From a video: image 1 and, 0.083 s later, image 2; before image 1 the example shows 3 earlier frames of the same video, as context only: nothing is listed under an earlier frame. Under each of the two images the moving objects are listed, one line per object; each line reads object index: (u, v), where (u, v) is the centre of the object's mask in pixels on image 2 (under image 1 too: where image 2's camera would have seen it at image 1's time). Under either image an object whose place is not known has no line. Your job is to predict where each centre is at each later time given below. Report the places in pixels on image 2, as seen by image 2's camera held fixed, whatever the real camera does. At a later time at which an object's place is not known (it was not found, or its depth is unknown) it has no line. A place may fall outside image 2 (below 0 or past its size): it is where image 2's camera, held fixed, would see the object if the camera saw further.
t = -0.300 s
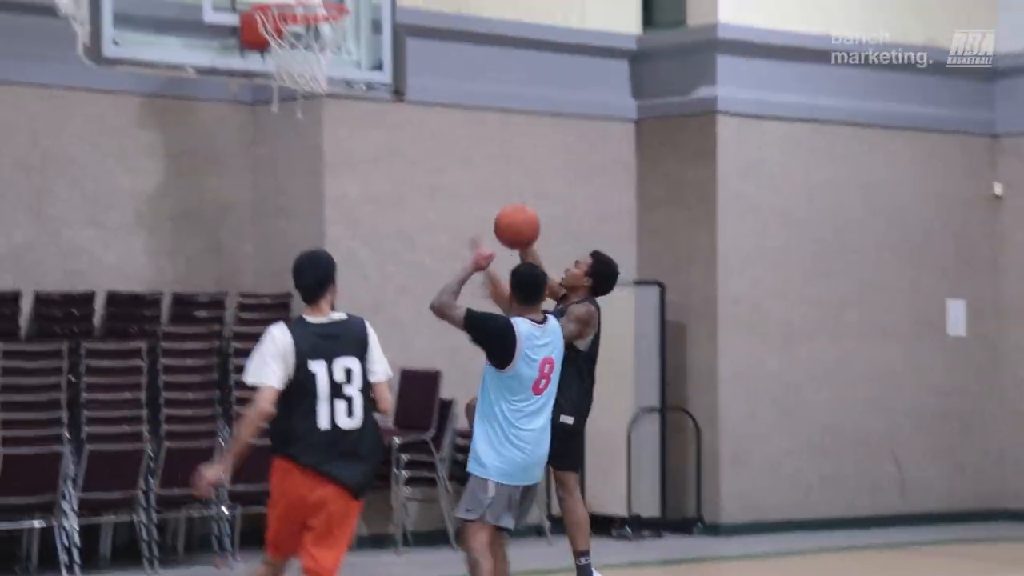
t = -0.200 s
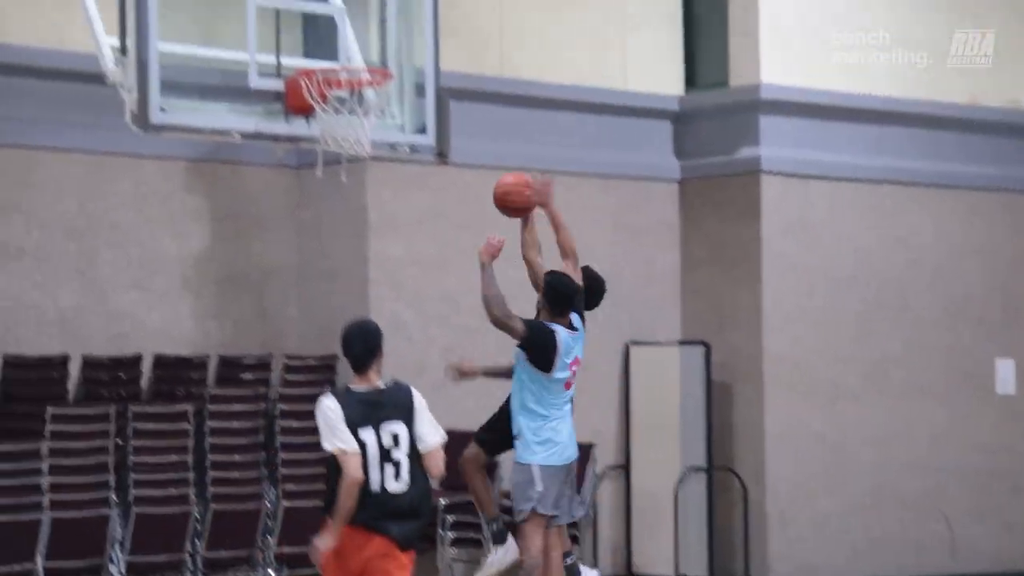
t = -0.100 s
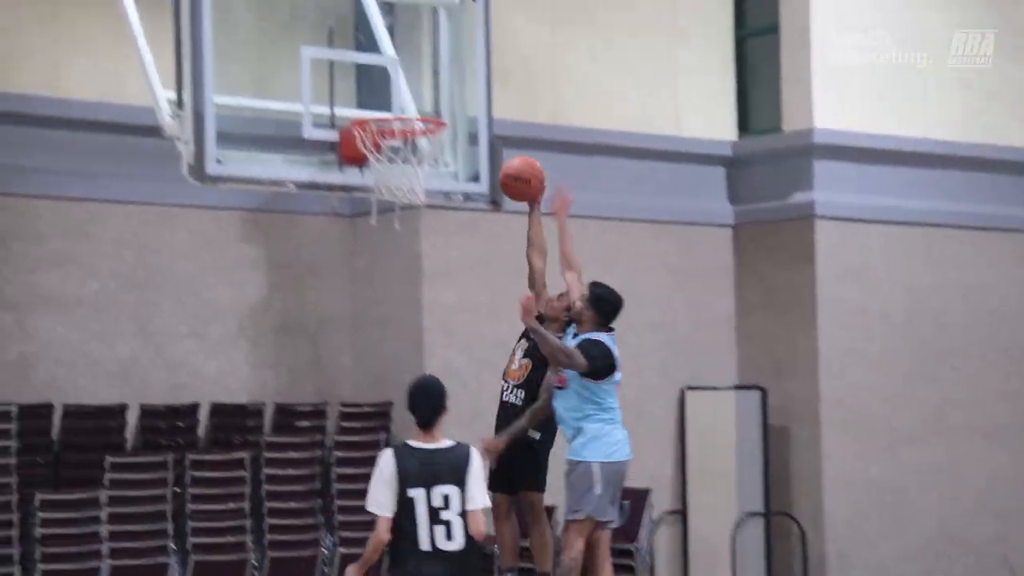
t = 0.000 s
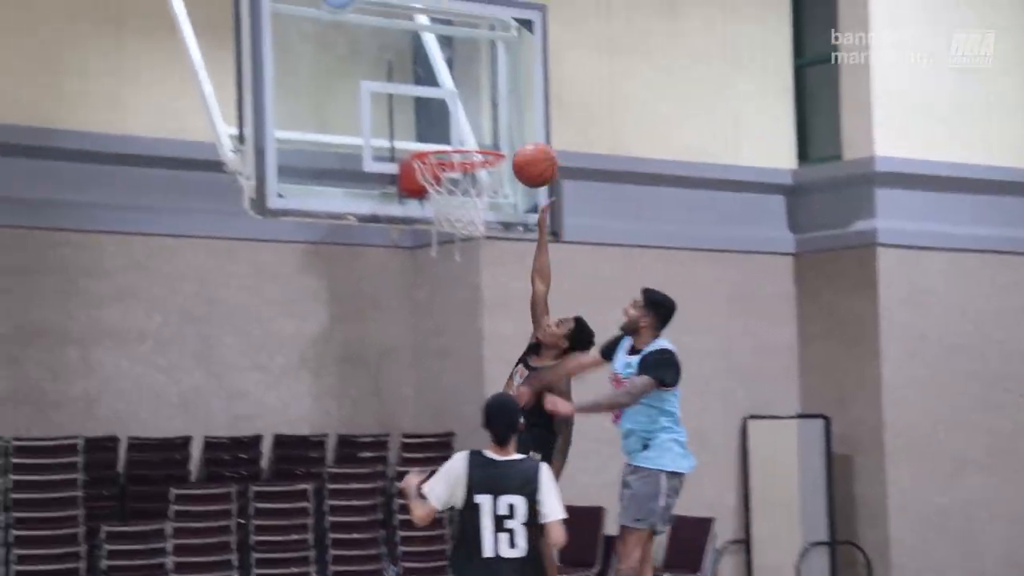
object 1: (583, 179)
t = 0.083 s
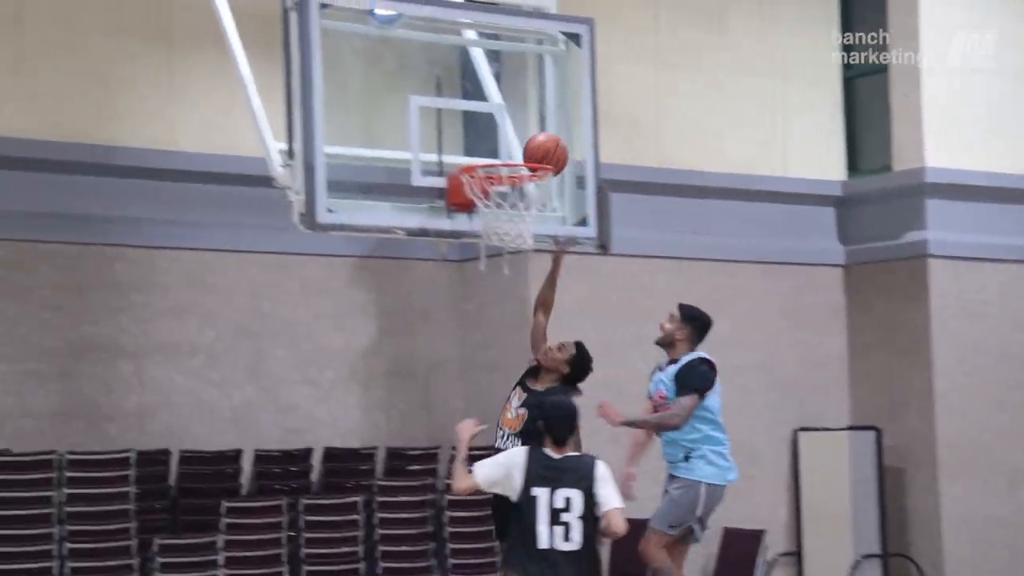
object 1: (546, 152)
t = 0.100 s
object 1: (538, 148)
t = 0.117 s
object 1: (530, 147)
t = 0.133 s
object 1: (522, 146)
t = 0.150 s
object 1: (519, 144)
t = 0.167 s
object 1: (516, 143)
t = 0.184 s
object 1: (514, 141)
